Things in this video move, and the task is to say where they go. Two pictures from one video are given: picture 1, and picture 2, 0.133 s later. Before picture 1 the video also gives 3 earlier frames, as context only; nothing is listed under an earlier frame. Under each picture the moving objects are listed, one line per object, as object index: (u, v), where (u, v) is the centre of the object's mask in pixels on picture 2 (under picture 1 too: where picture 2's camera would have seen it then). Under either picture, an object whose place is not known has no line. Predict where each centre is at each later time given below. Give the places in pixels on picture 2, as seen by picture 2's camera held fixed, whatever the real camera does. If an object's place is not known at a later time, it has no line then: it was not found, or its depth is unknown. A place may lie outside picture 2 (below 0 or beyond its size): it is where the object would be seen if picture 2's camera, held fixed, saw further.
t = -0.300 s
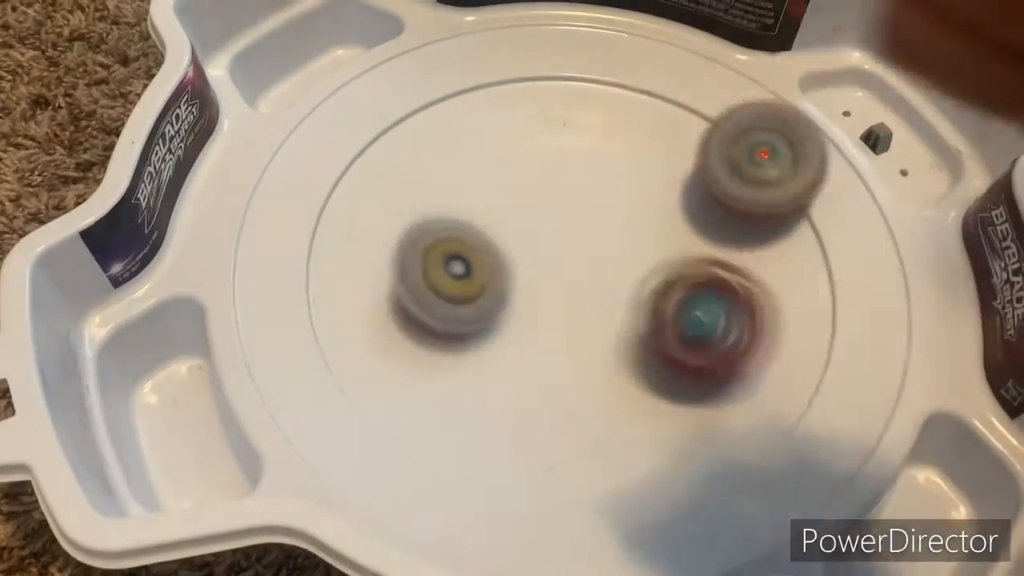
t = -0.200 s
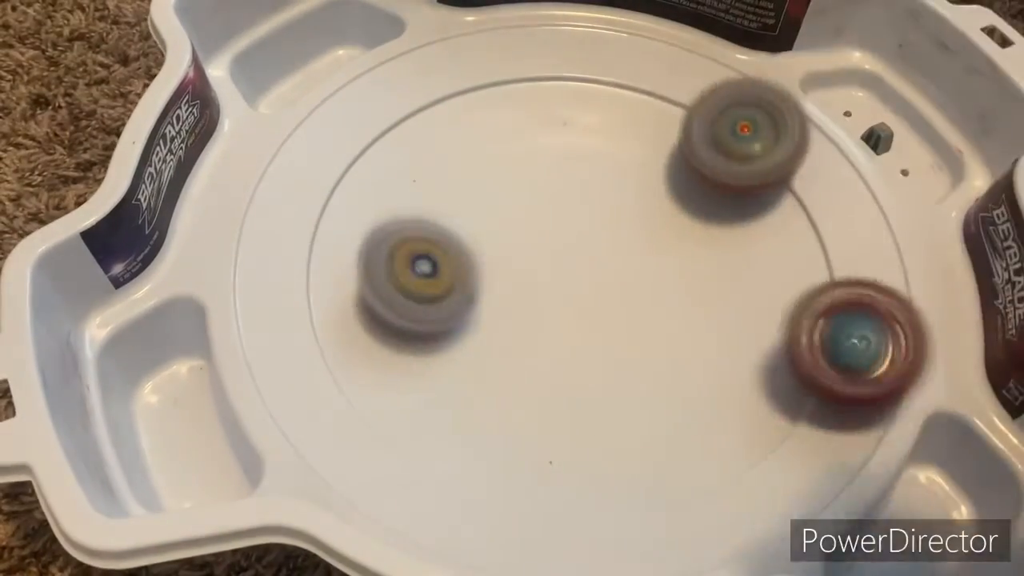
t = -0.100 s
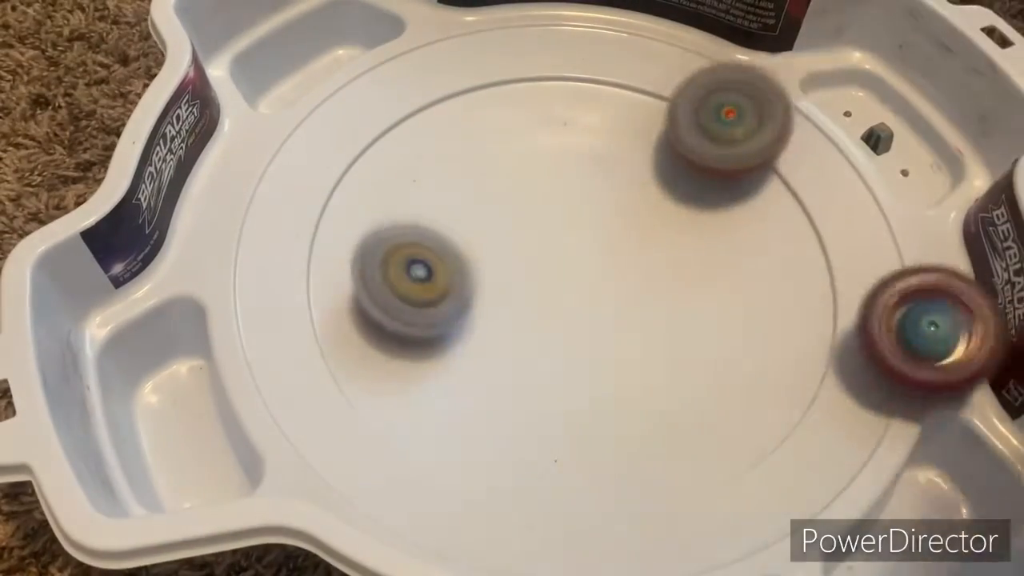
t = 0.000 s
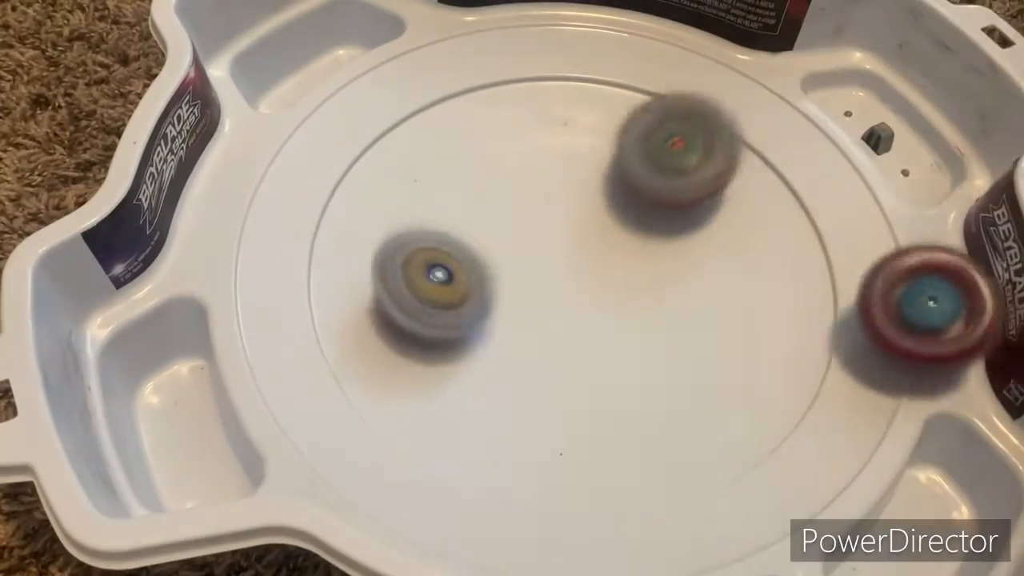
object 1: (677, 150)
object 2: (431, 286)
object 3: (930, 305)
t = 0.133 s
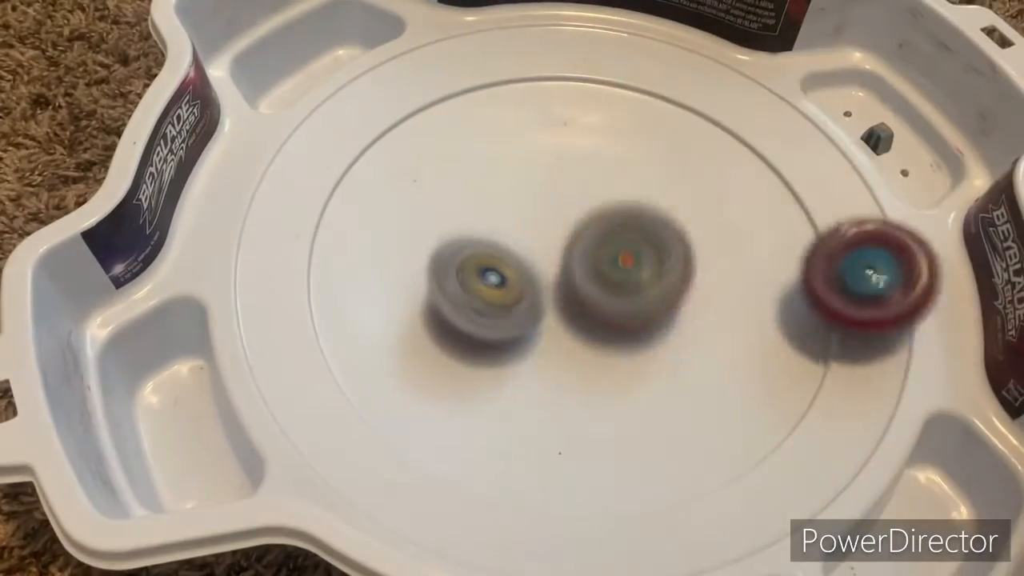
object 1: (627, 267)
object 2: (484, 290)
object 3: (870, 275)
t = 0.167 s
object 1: (644, 299)
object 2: (492, 291)
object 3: (850, 266)
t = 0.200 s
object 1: (678, 326)
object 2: (493, 293)
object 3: (829, 258)
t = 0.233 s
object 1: (724, 350)
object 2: (497, 298)
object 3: (806, 254)
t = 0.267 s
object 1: (764, 370)
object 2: (505, 305)
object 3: (788, 240)
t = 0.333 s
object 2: (518, 316)
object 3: (743, 213)
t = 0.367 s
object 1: (820, 345)
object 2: (528, 323)
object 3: (720, 207)
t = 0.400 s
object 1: (821, 333)
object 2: (537, 331)
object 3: (694, 202)
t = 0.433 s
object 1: (829, 314)
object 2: (552, 338)
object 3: (668, 201)
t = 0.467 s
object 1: (832, 291)
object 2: (563, 346)
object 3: (640, 202)
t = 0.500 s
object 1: (831, 269)
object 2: (576, 352)
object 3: (613, 208)
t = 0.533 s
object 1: (826, 246)
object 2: (584, 355)
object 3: (586, 216)
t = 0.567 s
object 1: (817, 223)
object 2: (592, 358)
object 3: (560, 229)
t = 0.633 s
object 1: (774, 186)
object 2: (600, 357)
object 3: (513, 259)
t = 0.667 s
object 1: (740, 180)
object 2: (604, 354)
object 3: (495, 274)
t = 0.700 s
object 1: (697, 184)
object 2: (606, 351)
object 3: (481, 290)
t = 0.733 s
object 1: (652, 196)
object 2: (610, 347)
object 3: (472, 309)
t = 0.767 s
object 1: (606, 216)
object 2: (612, 339)
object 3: (468, 327)
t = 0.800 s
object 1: (568, 233)
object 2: (610, 337)
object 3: (468, 346)
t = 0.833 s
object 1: (529, 216)
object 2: (615, 349)
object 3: (475, 365)
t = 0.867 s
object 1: (487, 211)
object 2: (622, 367)
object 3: (486, 374)
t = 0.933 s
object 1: (424, 221)
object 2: (641, 377)
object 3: (495, 400)
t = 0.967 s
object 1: (405, 235)
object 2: (646, 374)
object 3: (506, 402)
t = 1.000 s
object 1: (392, 259)
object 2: (648, 365)
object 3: (518, 407)
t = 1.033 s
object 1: (388, 289)
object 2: (647, 353)
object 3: (532, 407)
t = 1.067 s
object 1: (391, 329)
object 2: (648, 341)
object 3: (543, 409)
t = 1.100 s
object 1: (405, 374)
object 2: (648, 326)
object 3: (554, 408)
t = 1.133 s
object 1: (419, 417)
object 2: (650, 313)
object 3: (573, 409)
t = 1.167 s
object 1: (453, 447)
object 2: (653, 297)
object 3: (597, 407)
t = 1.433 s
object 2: (638, 124)
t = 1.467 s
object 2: (637, 99)
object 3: (706, 203)
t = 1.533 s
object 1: (704, 257)
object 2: (634, 65)
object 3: (667, 156)
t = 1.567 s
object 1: (655, 270)
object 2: (611, 29)
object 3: (674, 137)
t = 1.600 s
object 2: (586, 30)
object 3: (685, 116)
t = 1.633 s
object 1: (556, 318)
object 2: (557, 43)
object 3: (681, 90)
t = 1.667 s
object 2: (529, 62)
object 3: (670, 77)
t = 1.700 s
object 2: (503, 102)
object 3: (646, 77)
